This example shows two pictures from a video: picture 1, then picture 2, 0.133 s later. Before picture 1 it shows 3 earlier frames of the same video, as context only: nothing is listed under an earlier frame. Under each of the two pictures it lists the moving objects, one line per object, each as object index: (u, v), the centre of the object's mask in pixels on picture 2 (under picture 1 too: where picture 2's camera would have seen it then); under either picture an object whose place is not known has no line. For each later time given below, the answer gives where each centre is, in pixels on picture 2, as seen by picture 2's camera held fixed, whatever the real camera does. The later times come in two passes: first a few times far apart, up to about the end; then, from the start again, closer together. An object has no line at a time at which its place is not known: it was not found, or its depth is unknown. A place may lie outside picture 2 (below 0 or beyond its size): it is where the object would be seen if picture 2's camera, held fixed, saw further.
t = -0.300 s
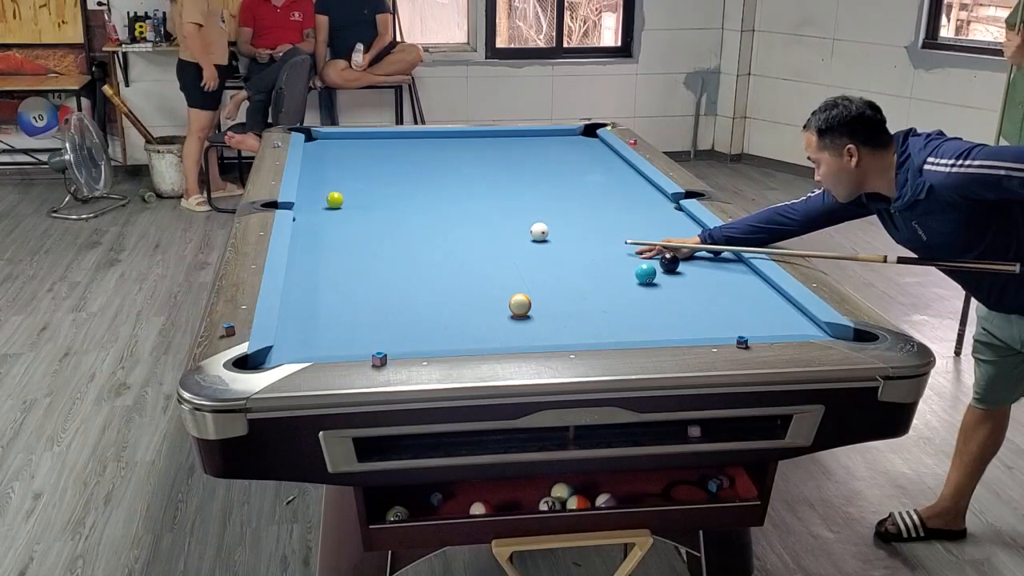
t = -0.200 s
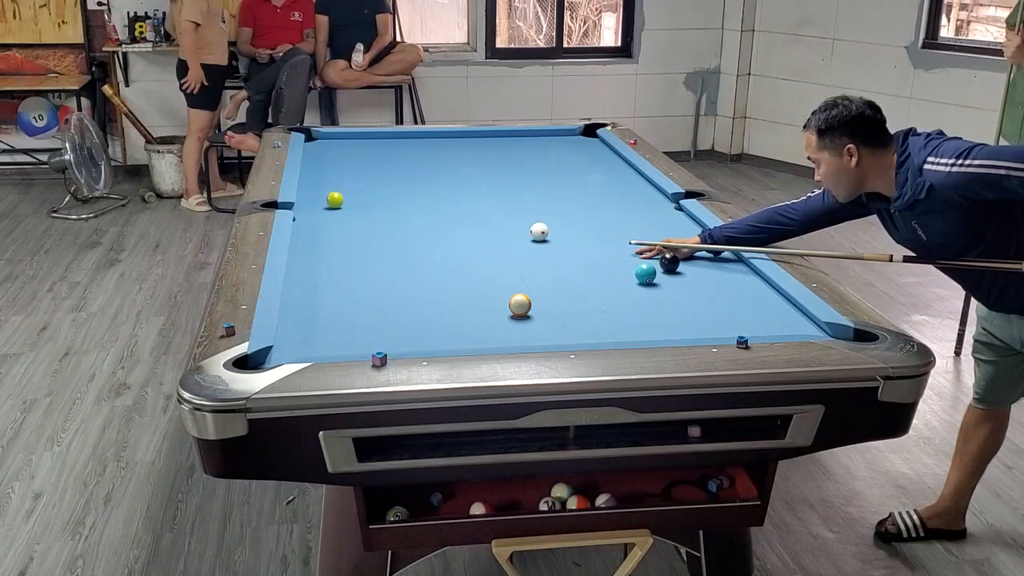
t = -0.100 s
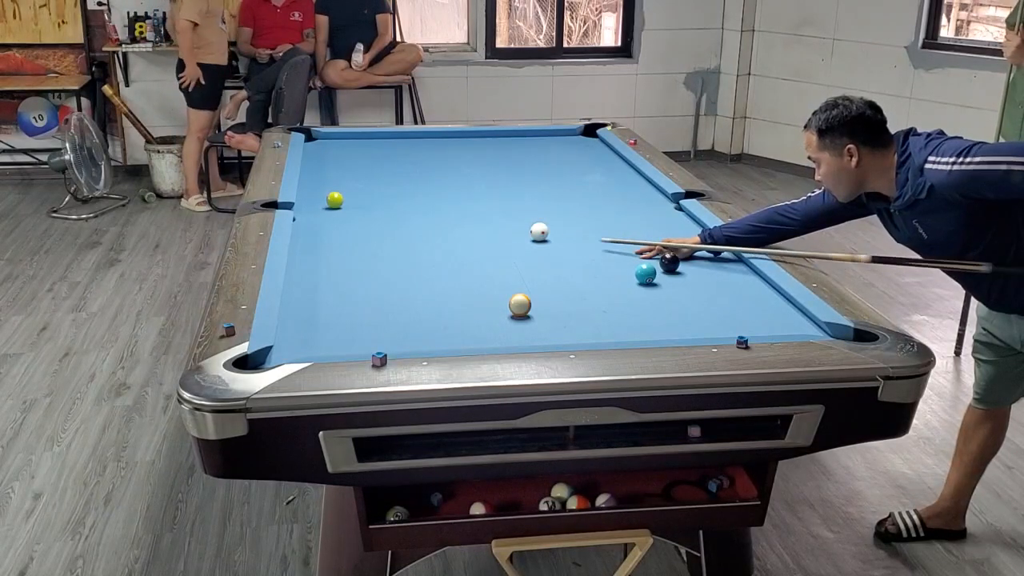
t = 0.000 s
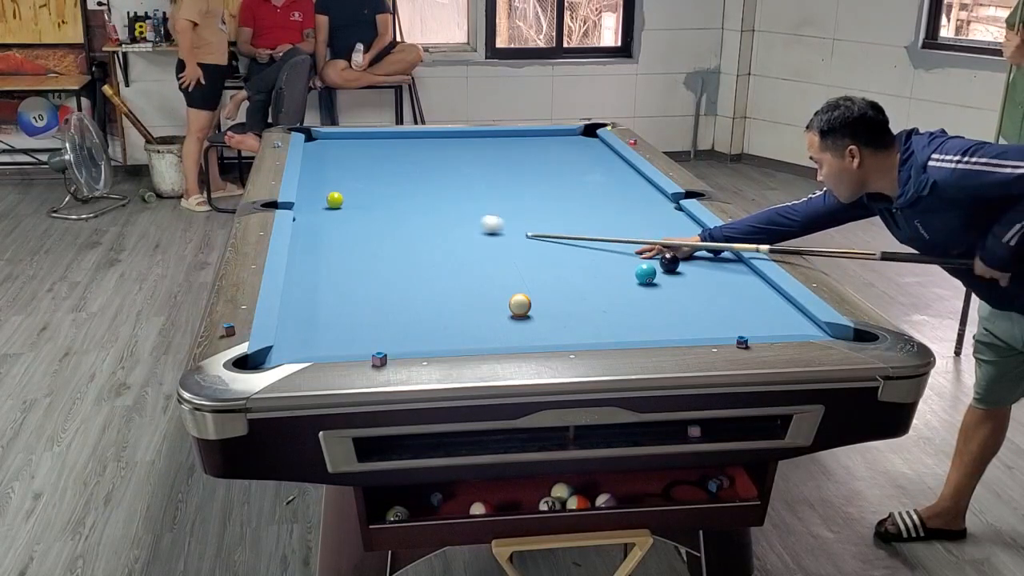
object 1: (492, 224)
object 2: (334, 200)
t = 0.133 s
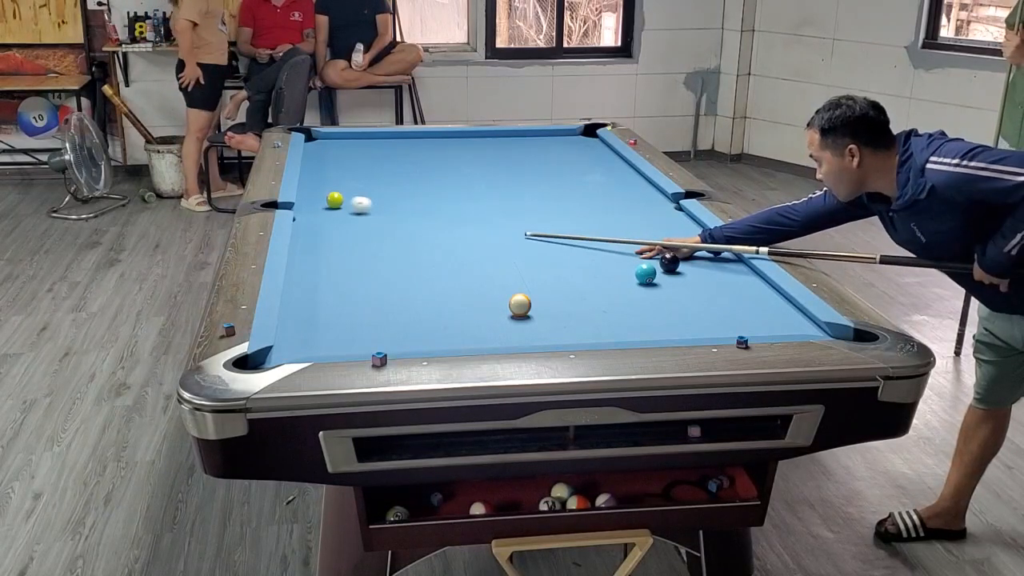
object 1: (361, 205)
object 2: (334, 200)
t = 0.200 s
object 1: (339, 205)
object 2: (304, 193)
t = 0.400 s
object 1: (327, 210)
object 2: (387, 176)
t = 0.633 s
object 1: (317, 217)
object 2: (455, 162)
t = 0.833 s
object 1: (308, 222)
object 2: (505, 151)
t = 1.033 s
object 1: (301, 228)
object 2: (550, 142)
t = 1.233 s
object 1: (305, 232)
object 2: (589, 132)
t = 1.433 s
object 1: (308, 236)
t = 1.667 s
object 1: (312, 240)
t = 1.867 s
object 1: (315, 244)
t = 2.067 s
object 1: (318, 248)
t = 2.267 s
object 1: (321, 251)
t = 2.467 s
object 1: (323, 254)
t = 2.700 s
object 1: (326, 258)
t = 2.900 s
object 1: (327, 260)
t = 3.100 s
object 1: (329, 263)
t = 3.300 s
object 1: (330, 264)
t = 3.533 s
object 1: (332, 267)
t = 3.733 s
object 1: (333, 268)
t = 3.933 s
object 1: (334, 270)
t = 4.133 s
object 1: (335, 271)
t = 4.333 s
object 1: (335, 271)
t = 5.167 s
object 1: (339, 270)
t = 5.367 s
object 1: (336, 271)
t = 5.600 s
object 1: (336, 271)
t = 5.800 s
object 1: (336, 271)
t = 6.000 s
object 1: (336, 271)
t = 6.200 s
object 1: (336, 271)
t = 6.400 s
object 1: (336, 271)
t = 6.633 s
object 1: (335, 271)
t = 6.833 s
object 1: (335, 271)
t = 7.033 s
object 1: (335, 271)
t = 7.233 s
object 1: (335, 271)
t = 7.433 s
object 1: (335, 271)
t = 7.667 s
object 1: (335, 271)
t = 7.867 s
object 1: (335, 271)
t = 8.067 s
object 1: (335, 271)
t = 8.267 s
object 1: (335, 271)
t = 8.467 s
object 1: (335, 271)
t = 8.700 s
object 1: (336, 271)
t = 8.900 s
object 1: (335, 271)
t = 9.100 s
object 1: (335, 271)
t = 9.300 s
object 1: (335, 271)
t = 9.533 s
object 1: (335, 271)
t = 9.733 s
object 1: (335, 271)
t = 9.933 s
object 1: (335, 271)
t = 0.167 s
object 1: (343, 204)
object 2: (322, 197)
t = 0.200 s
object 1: (339, 205)
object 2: (304, 193)
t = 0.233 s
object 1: (336, 206)
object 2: (320, 189)
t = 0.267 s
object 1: (333, 207)
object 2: (335, 186)
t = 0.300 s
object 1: (331, 208)
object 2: (349, 184)
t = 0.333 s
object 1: (329, 208)
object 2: (363, 181)
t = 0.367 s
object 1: (328, 209)
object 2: (375, 178)
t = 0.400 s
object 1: (327, 210)
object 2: (387, 176)
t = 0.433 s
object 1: (325, 211)
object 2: (398, 174)
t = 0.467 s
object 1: (324, 212)
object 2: (408, 172)
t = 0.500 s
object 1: (323, 213)
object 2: (418, 170)
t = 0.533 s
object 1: (321, 214)
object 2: (427, 168)
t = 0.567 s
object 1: (320, 215)
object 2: (437, 166)
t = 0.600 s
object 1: (318, 216)
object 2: (446, 164)
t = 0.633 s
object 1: (317, 217)
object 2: (455, 162)
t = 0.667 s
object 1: (315, 218)
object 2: (464, 160)
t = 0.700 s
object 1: (314, 219)
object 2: (472, 158)
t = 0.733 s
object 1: (312, 220)
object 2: (480, 157)
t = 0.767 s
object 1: (311, 220)
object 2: (489, 155)
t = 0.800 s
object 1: (310, 221)
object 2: (497, 153)
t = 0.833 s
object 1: (308, 222)
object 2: (505, 151)
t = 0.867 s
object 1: (307, 223)
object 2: (513, 150)
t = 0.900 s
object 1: (305, 224)
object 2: (521, 148)
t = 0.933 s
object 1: (304, 225)
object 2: (528, 146)
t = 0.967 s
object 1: (303, 226)
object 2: (536, 145)
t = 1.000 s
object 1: (301, 227)
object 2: (544, 143)
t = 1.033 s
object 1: (301, 228)
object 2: (550, 142)
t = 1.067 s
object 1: (302, 229)
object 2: (558, 140)
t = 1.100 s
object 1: (302, 229)
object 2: (565, 138)
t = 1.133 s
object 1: (303, 230)
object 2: (572, 137)
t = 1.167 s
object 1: (303, 230)
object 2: (579, 135)
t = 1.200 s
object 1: (304, 231)
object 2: (585, 134)
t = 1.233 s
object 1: (305, 232)
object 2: (589, 132)
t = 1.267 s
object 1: (305, 233)
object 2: (588, 131)
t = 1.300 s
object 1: (306, 233)
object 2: (586, 130)
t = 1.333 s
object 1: (307, 234)
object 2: (589, 132)
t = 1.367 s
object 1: (307, 235)
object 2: (593, 135)
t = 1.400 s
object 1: (308, 235)
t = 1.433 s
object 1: (308, 236)
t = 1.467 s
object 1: (309, 236)
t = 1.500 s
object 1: (310, 237)
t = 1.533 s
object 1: (310, 238)
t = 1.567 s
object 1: (311, 238)
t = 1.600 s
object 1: (311, 239)
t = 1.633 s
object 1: (312, 240)
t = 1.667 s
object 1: (312, 240)
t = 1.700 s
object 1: (313, 241)
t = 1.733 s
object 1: (313, 242)
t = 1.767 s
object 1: (314, 242)
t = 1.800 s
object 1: (314, 243)
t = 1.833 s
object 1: (315, 243)
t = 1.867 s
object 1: (315, 244)
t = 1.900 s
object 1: (316, 245)
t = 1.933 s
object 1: (316, 245)
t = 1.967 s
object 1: (317, 246)
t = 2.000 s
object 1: (317, 247)
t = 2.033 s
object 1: (318, 247)
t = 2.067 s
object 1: (318, 248)
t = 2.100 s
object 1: (319, 248)
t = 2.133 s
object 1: (319, 249)
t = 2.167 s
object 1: (319, 250)
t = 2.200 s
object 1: (320, 250)
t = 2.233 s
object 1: (320, 250)
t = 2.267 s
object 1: (321, 251)
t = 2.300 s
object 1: (321, 252)
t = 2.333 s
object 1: (321, 252)
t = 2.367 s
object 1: (322, 253)
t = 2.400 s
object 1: (322, 253)
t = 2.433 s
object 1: (323, 254)
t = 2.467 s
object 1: (323, 254)
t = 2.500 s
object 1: (323, 255)
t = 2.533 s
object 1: (324, 255)
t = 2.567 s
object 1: (324, 256)
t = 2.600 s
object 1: (325, 256)
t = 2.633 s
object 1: (325, 257)
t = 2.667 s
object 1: (325, 257)
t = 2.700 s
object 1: (326, 258)
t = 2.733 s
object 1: (326, 258)
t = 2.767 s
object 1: (326, 259)
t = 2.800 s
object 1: (327, 259)
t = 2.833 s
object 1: (327, 259)
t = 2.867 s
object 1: (327, 260)
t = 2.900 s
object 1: (327, 260)
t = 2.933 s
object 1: (328, 261)
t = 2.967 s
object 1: (328, 261)
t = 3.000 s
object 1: (328, 262)
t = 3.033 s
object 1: (329, 262)
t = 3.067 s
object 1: (329, 262)
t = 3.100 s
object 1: (329, 263)
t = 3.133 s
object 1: (329, 263)
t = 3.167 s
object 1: (330, 263)
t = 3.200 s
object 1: (330, 264)
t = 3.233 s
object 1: (330, 264)
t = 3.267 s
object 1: (330, 264)
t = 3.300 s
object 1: (330, 264)
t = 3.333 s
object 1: (331, 265)
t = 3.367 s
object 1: (331, 265)
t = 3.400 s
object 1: (331, 265)
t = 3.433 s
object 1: (331, 266)
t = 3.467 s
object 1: (331, 266)
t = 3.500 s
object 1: (332, 267)
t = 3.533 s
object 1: (332, 267)
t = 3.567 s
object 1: (332, 267)
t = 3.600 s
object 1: (332, 267)
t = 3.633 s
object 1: (332, 268)
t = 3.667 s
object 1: (333, 268)
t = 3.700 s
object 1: (333, 268)
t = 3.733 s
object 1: (333, 268)
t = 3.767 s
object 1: (333, 269)
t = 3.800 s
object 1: (333, 269)
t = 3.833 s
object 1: (333, 269)
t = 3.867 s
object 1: (333, 269)
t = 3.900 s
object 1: (333, 270)
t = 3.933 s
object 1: (334, 270)
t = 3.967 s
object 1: (334, 270)
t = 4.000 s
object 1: (334, 270)
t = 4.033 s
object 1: (334, 270)
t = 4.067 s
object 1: (334, 270)
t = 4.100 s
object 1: (334, 270)
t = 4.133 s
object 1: (335, 271)
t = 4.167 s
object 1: (335, 271)
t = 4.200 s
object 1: (335, 271)
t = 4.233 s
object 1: (335, 271)
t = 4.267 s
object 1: (335, 271)
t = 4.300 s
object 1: (335, 271)
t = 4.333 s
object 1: (335, 271)
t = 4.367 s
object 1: (335, 271)
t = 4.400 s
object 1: (335, 271)
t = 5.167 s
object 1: (339, 270)
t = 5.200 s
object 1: (335, 271)
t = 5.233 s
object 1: (336, 270)
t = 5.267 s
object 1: (336, 271)
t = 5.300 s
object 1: (336, 270)
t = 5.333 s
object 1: (336, 270)
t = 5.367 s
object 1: (336, 271)
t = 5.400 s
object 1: (336, 271)
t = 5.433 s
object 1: (336, 271)
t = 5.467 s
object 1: (336, 271)
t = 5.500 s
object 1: (336, 271)
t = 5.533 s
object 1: (336, 271)
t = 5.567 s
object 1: (336, 271)
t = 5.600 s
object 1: (336, 271)
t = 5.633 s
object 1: (336, 270)
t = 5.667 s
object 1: (336, 271)
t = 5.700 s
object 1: (336, 271)
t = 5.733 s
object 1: (336, 271)
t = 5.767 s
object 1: (336, 271)
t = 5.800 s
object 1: (336, 271)
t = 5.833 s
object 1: (336, 271)
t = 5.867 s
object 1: (336, 271)
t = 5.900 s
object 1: (336, 271)
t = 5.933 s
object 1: (336, 271)
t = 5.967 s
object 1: (336, 271)
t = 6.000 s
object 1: (336, 271)
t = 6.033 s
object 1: (336, 271)
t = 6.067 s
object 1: (336, 271)
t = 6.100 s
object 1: (336, 271)
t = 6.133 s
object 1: (336, 271)
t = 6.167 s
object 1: (336, 271)
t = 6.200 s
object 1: (336, 271)
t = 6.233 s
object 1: (336, 271)
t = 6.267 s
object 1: (336, 271)
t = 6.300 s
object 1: (336, 271)
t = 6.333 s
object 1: (336, 271)
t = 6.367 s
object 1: (336, 271)
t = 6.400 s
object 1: (336, 271)
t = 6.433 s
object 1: (335, 271)
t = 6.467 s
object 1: (335, 271)
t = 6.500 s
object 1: (336, 271)
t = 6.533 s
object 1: (336, 271)
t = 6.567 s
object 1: (336, 271)
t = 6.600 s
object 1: (336, 271)
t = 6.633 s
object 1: (335, 271)
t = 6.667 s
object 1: (335, 271)
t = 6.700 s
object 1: (335, 271)
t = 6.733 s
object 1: (335, 271)
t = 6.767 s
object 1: (335, 271)
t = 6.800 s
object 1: (335, 271)
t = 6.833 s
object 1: (335, 271)
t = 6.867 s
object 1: (336, 271)
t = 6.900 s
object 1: (336, 271)
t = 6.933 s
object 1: (336, 271)
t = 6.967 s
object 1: (335, 271)
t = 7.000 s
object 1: (335, 271)
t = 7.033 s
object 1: (335, 271)
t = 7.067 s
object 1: (335, 271)
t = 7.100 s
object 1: (335, 271)
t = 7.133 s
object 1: (335, 271)
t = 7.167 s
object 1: (335, 271)
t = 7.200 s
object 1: (335, 271)
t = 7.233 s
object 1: (335, 271)
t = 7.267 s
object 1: (335, 271)
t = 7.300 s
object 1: (335, 271)
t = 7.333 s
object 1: (335, 271)
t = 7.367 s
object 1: (335, 271)
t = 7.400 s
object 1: (335, 271)
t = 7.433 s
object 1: (335, 271)
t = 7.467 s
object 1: (335, 271)
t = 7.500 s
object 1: (335, 271)
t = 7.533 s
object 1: (335, 271)
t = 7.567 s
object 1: (335, 271)
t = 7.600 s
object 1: (335, 271)
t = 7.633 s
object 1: (335, 271)
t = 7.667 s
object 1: (335, 271)
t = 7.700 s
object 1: (335, 271)
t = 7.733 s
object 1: (335, 271)
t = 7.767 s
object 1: (335, 271)
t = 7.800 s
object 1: (335, 271)
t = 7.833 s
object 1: (335, 271)
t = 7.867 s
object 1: (335, 271)
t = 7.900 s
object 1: (335, 271)
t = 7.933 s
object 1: (335, 271)
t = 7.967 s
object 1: (335, 271)
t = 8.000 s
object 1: (335, 271)
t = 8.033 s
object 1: (335, 271)
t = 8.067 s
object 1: (335, 271)
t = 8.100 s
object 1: (335, 271)
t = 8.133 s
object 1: (335, 271)
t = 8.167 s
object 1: (335, 271)
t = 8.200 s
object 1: (335, 271)
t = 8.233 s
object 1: (335, 271)
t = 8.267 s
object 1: (335, 271)
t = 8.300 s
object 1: (335, 271)
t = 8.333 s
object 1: (335, 271)
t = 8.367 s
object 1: (335, 271)
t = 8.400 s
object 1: (335, 271)
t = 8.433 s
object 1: (335, 271)
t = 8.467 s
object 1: (335, 271)
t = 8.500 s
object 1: (335, 271)
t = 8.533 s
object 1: (335, 271)
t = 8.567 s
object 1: (335, 271)
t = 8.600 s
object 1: (335, 271)
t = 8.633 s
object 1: (336, 271)
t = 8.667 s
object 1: (336, 271)
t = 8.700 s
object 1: (336, 271)
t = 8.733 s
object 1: (336, 271)
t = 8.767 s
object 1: (335, 271)
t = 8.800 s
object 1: (335, 271)
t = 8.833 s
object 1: (335, 271)
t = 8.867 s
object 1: (335, 271)
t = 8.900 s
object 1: (335, 271)
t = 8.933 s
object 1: (335, 271)
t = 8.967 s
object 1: (335, 271)
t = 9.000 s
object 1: (336, 271)
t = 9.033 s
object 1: (335, 271)
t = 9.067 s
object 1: (336, 271)
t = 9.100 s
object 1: (335, 271)
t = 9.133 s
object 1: (336, 271)
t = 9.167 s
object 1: (336, 271)
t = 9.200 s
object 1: (335, 271)
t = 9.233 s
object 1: (335, 271)
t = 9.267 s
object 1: (335, 271)
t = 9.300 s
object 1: (335, 271)
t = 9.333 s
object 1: (335, 271)
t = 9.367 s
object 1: (335, 271)
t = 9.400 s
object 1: (335, 271)
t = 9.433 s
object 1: (335, 271)
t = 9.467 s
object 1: (335, 271)
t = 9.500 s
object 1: (335, 271)
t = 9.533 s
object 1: (335, 271)
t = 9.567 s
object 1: (335, 271)
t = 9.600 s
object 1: (335, 271)
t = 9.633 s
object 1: (335, 271)
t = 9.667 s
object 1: (335, 271)
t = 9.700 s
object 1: (335, 271)
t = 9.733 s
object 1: (335, 271)
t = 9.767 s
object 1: (335, 271)
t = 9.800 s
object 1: (335, 271)
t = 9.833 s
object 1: (335, 271)
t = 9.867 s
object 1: (335, 271)
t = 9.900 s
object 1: (335, 271)
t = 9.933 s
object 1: (335, 271)
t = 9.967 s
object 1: (335, 271)
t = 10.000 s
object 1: (335, 271)
